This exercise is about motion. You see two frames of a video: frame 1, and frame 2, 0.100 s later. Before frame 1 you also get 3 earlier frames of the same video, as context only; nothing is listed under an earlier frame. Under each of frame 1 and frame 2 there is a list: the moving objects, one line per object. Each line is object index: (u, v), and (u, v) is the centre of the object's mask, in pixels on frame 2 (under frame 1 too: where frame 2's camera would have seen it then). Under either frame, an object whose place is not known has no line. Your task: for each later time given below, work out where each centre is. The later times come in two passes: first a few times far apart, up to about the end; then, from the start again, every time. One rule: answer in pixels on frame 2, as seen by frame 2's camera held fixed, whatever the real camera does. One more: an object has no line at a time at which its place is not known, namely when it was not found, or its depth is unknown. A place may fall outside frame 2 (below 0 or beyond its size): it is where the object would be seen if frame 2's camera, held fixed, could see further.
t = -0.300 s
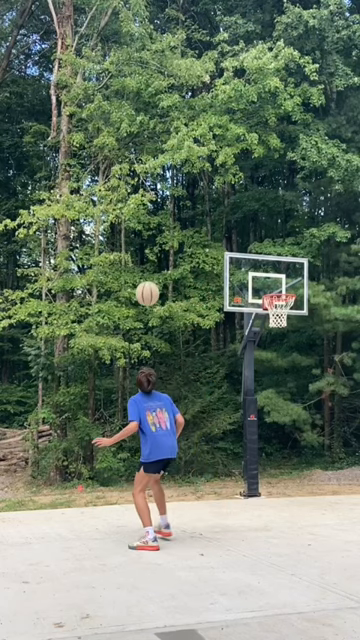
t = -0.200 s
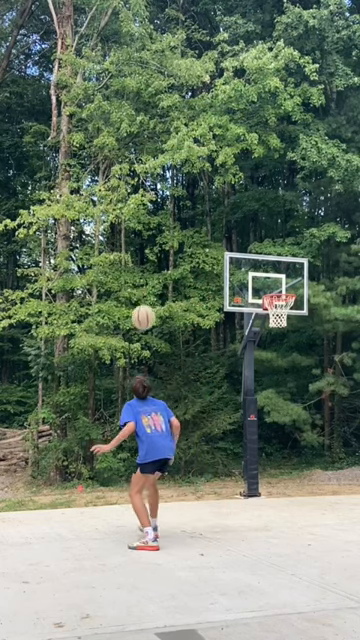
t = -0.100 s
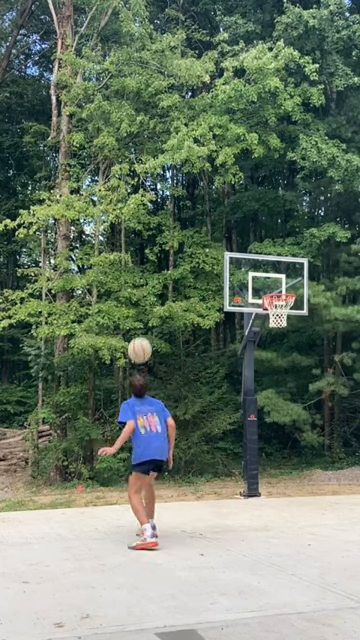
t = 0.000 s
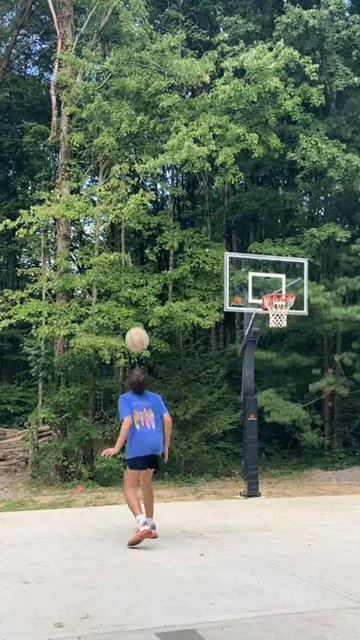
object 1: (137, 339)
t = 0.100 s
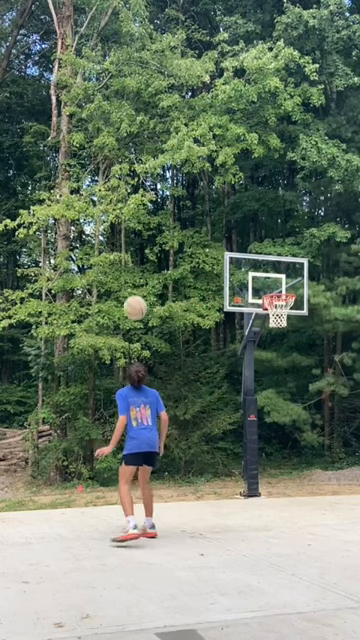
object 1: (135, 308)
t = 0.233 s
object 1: (132, 281)
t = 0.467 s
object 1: (129, 272)
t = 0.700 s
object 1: (125, 310)
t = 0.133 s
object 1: (134, 299)
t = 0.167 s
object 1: (134, 292)
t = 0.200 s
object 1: (133, 285)
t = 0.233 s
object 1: (132, 281)
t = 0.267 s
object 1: (132, 276)
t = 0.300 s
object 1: (131, 273)
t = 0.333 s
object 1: (131, 271)
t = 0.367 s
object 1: (130, 270)
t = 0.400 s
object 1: (130, 270)
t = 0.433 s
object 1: (129, 270)
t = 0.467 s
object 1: (129, 272)
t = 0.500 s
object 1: (128, 274)
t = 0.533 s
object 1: (128, 278)
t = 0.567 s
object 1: (127, 283)
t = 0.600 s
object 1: (127, 288)
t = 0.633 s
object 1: (126, 295)
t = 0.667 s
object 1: (126, 301)
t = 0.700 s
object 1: (125, 310)
